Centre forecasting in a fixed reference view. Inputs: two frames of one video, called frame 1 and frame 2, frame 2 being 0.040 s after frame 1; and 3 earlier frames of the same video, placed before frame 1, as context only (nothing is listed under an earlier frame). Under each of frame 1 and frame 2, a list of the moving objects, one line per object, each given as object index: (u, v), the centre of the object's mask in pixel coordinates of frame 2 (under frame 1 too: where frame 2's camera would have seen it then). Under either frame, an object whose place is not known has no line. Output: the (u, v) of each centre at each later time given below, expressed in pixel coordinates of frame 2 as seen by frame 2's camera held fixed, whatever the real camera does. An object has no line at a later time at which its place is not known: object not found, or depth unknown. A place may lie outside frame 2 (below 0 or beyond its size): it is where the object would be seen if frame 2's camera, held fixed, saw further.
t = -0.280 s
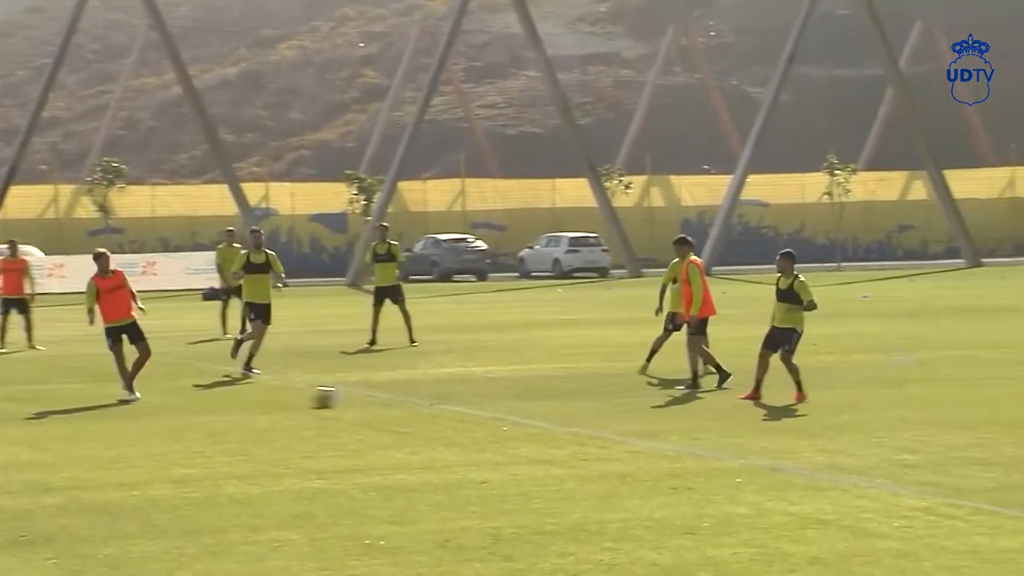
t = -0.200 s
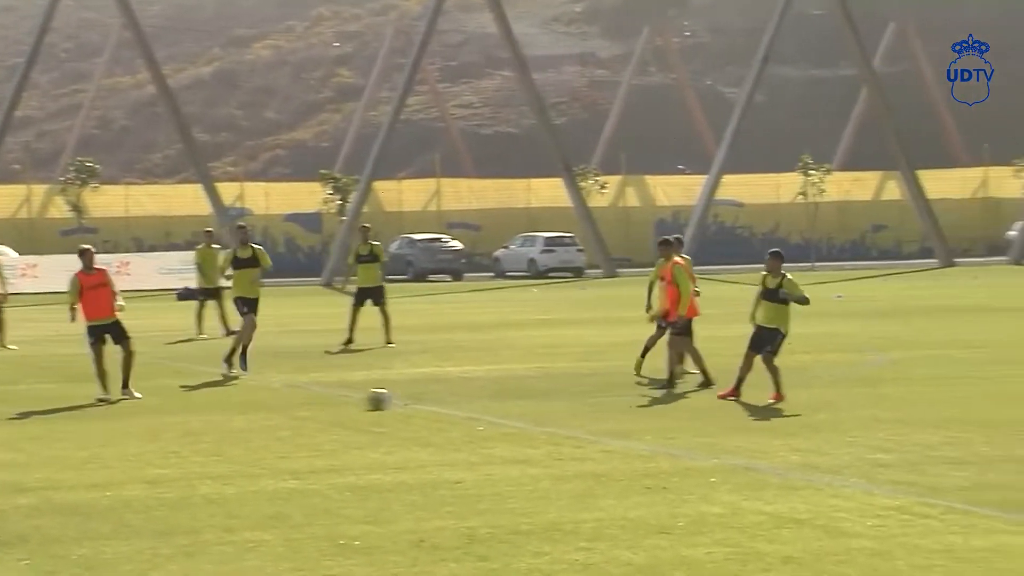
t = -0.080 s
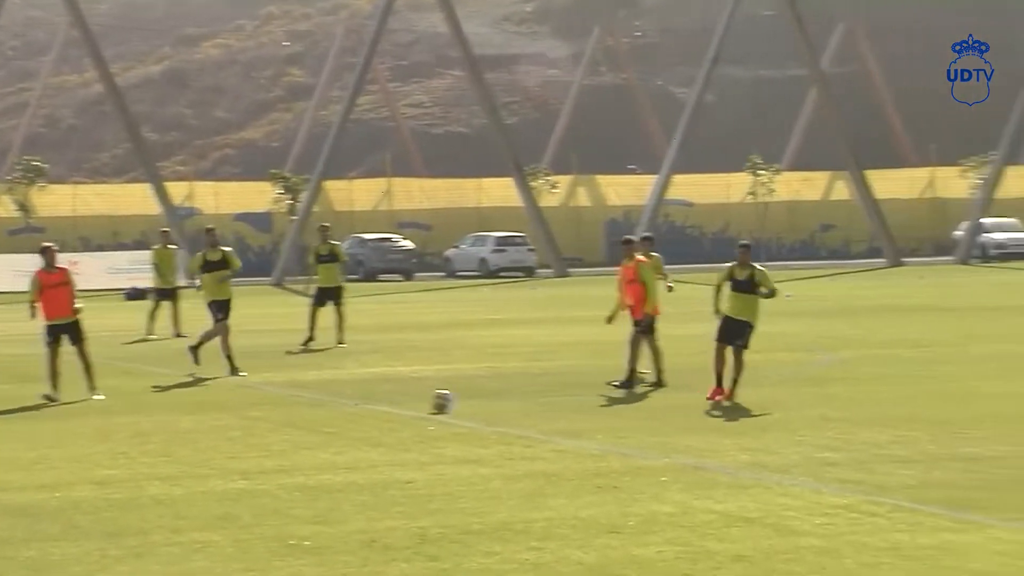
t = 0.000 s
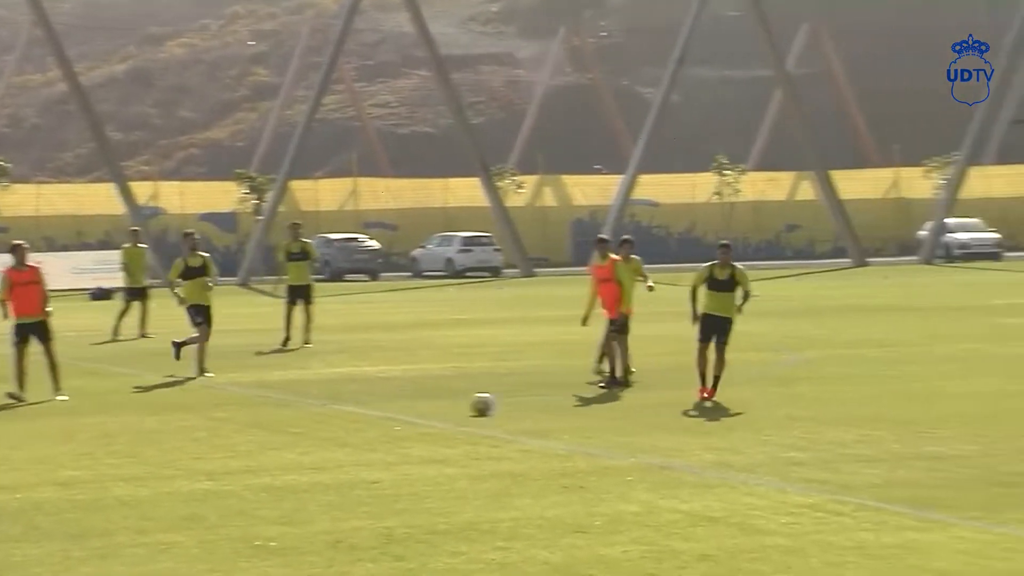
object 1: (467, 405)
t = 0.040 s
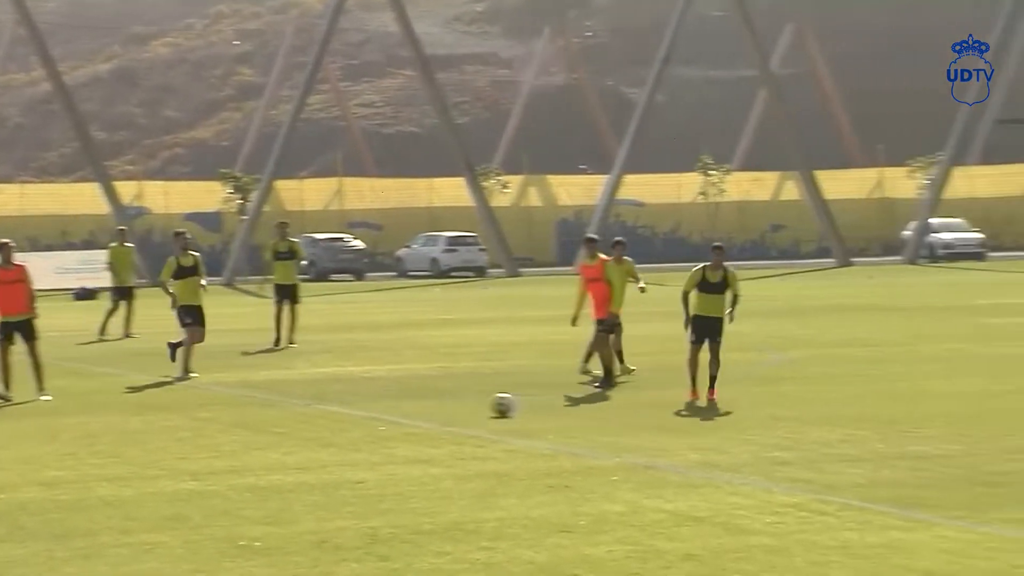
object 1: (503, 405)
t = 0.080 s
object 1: (539, 407)
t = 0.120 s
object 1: (576, 408)
